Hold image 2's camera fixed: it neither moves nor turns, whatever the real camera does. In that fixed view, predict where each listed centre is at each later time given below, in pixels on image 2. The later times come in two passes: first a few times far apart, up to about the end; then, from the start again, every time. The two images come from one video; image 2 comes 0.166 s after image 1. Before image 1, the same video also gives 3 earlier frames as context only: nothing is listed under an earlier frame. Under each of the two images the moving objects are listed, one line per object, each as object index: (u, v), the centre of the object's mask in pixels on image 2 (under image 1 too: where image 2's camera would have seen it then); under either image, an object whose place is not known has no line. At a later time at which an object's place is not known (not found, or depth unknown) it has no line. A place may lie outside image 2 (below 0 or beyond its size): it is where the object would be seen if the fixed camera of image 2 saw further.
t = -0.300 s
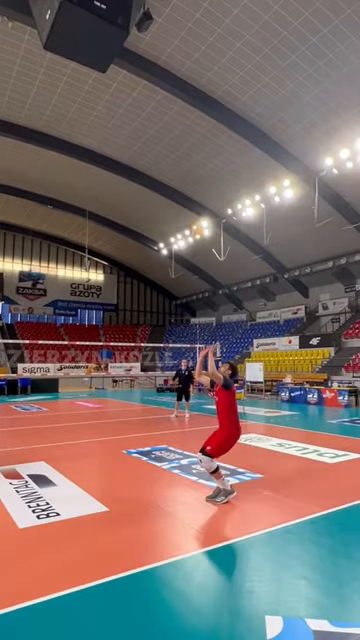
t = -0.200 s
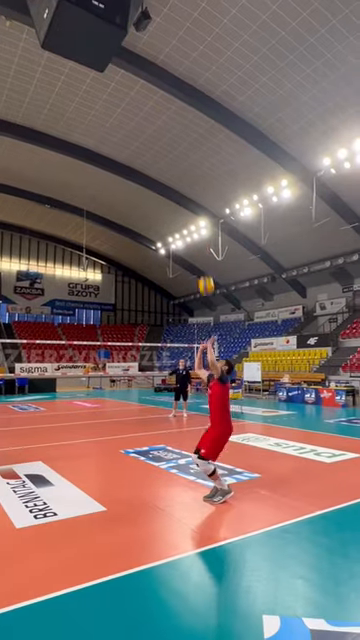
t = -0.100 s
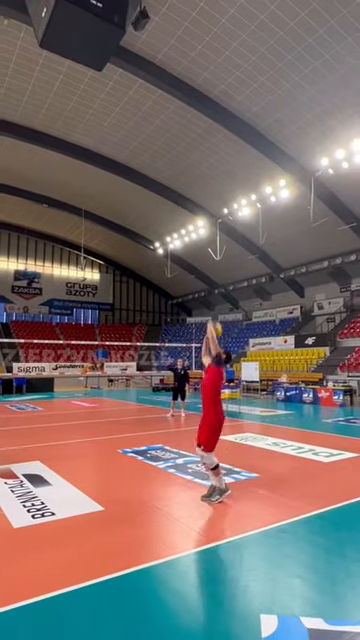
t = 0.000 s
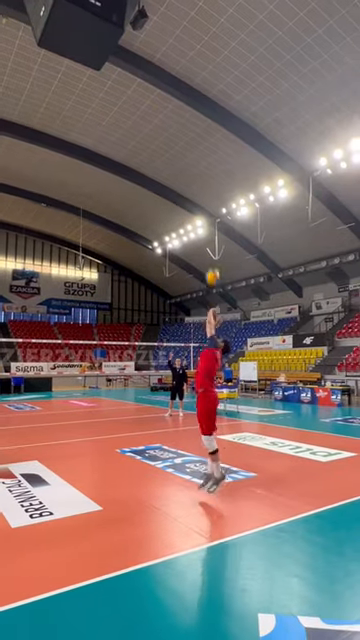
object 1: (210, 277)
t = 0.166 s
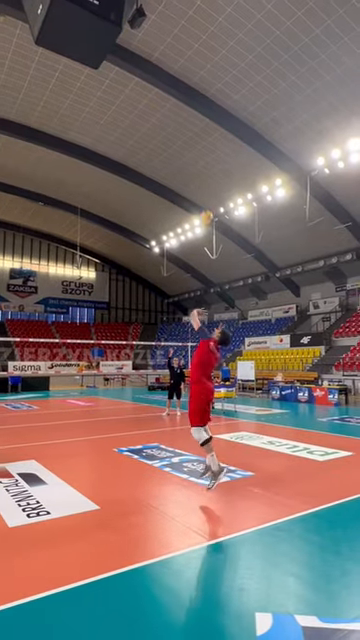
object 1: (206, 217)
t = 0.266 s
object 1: (204, 196)
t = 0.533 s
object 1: (200, 177)
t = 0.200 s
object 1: (206, 210)
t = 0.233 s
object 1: (205, 202)
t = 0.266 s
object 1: (204, 196)
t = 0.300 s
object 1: (203, 192)
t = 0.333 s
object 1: (203, 187)
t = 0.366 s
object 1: (203, 183)
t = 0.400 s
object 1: (202, 181)
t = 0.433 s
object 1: (201, 179)
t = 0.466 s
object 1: (201, 178)
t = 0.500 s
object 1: (200, 177)
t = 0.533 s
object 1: (200, 177)
